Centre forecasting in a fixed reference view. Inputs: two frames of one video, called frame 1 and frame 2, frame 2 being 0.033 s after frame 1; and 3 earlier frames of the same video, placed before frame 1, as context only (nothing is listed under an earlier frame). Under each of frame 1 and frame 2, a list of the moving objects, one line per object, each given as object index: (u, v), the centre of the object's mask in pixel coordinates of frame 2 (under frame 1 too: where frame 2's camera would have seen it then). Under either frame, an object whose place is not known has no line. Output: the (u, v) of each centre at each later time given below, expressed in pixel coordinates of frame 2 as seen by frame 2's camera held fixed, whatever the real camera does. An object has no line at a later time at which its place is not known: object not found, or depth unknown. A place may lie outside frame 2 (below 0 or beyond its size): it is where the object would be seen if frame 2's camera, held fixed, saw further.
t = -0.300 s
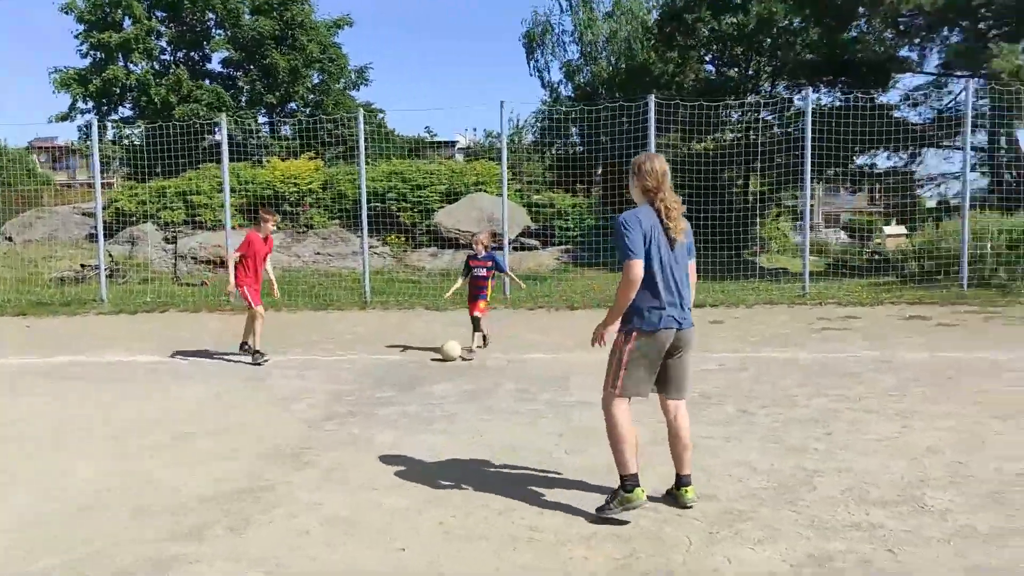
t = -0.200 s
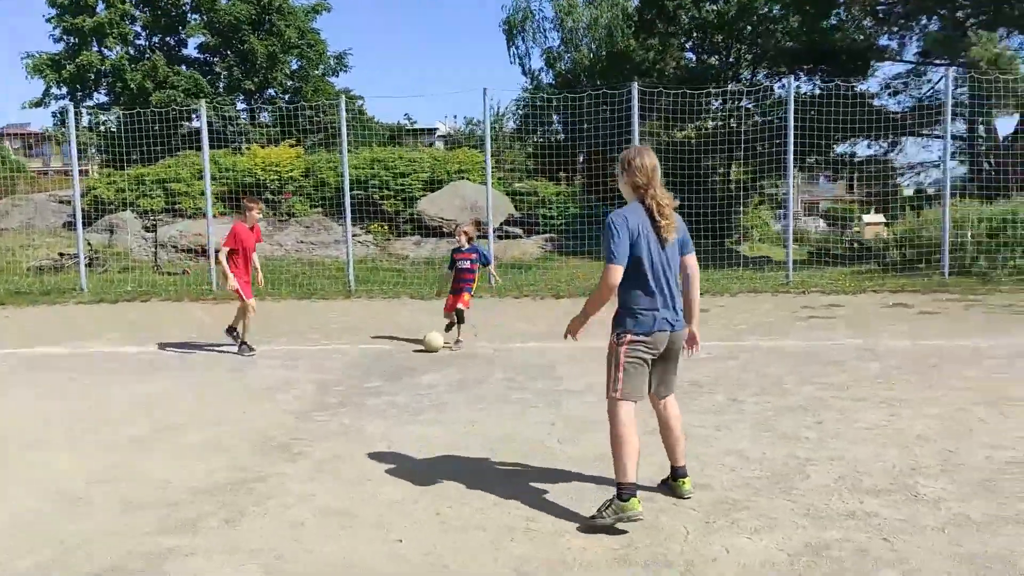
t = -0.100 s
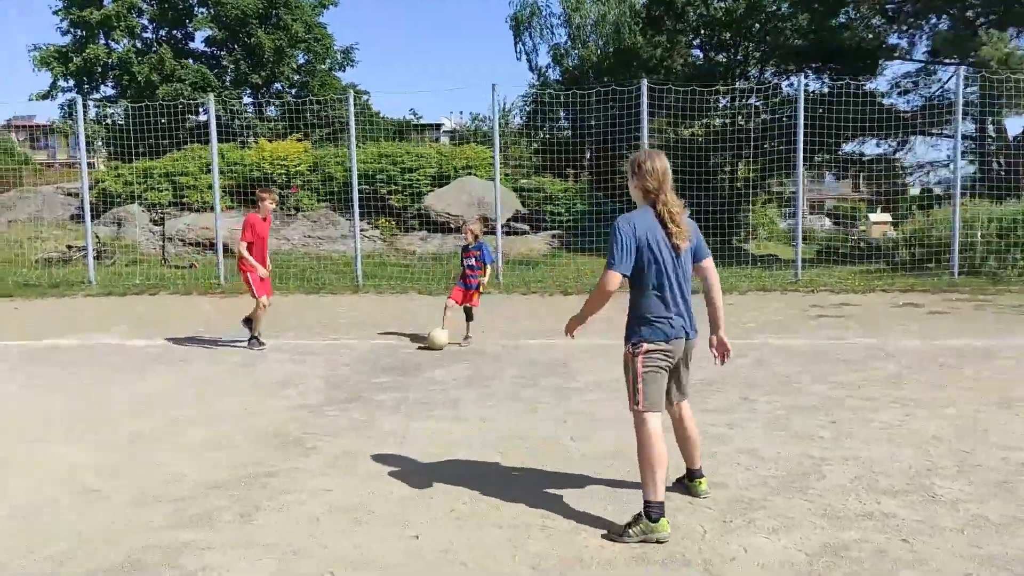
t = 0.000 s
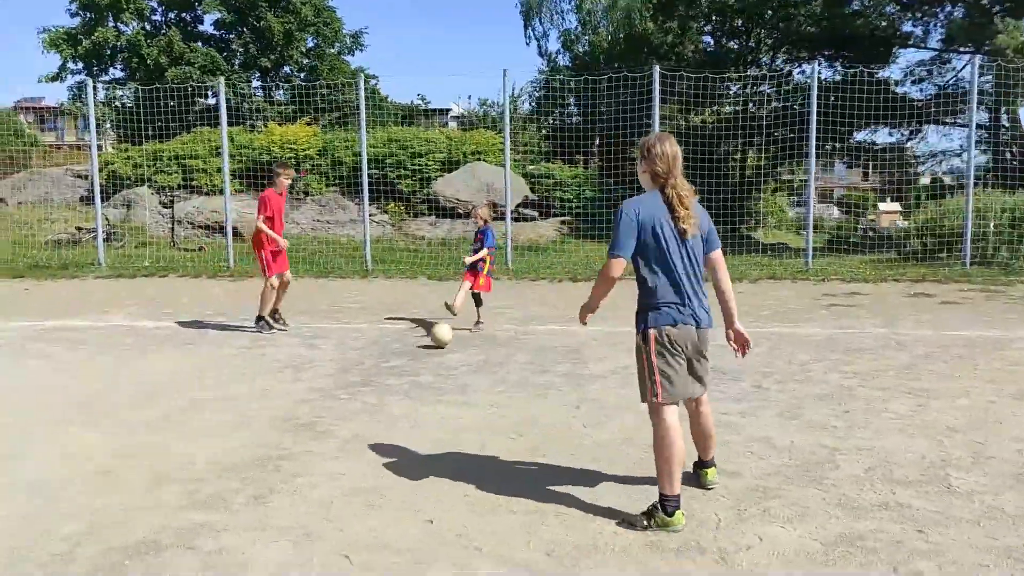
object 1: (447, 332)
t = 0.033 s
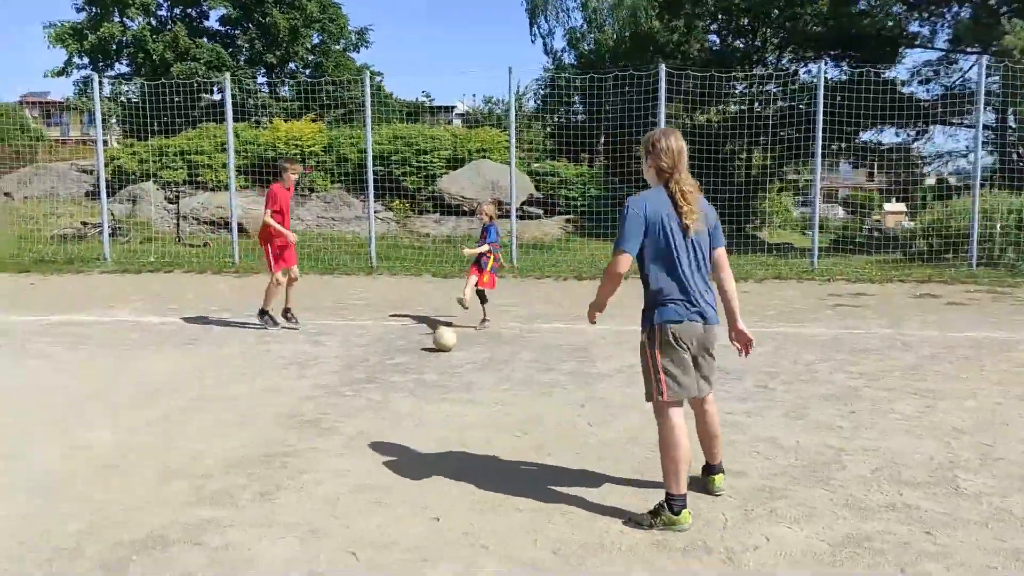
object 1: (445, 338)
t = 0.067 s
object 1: (443, 344)
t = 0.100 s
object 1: (440, 348)
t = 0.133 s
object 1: (438, 353)
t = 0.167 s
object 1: (437, 360)
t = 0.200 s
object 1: (435, 370)
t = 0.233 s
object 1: (433, 376)
